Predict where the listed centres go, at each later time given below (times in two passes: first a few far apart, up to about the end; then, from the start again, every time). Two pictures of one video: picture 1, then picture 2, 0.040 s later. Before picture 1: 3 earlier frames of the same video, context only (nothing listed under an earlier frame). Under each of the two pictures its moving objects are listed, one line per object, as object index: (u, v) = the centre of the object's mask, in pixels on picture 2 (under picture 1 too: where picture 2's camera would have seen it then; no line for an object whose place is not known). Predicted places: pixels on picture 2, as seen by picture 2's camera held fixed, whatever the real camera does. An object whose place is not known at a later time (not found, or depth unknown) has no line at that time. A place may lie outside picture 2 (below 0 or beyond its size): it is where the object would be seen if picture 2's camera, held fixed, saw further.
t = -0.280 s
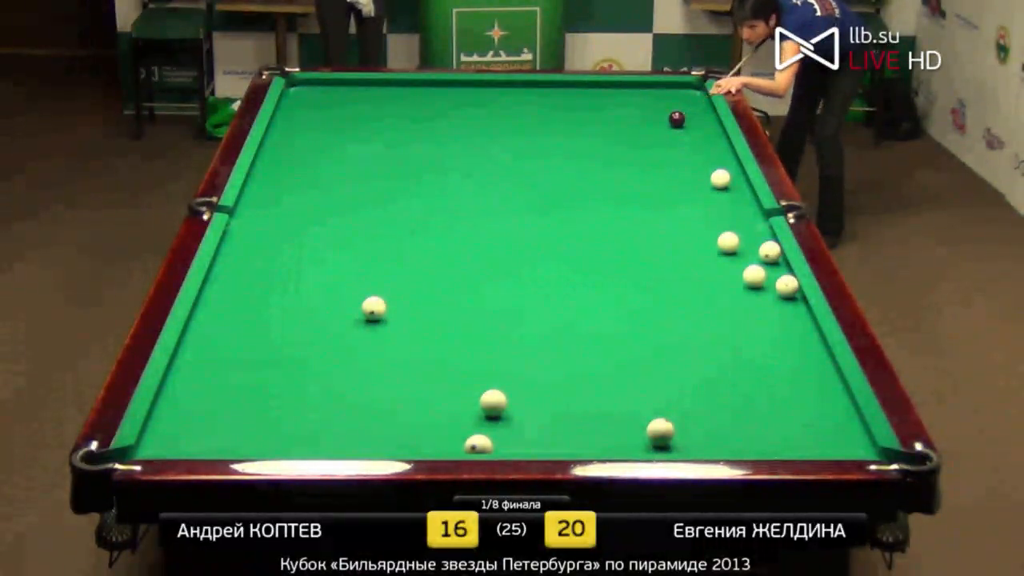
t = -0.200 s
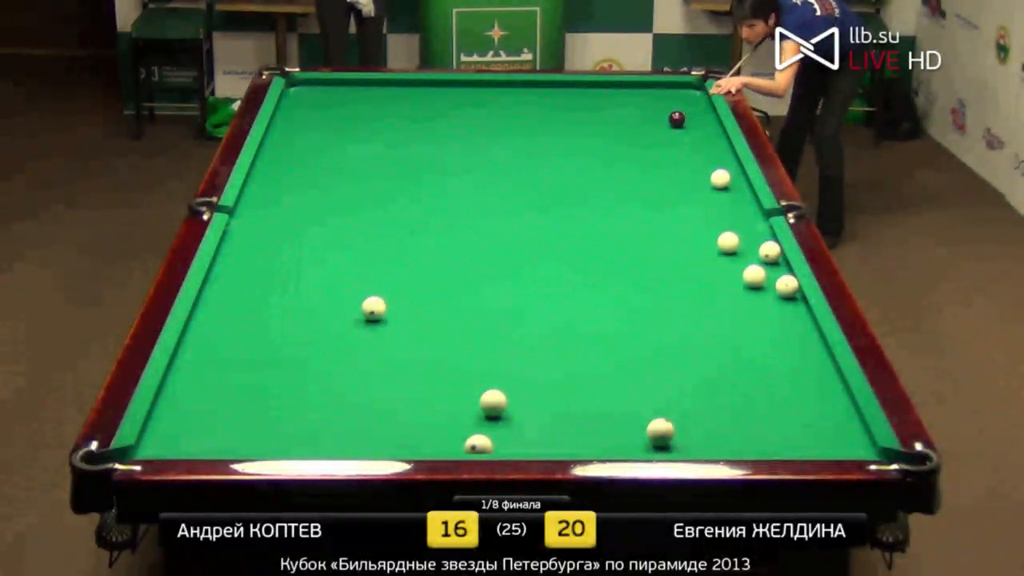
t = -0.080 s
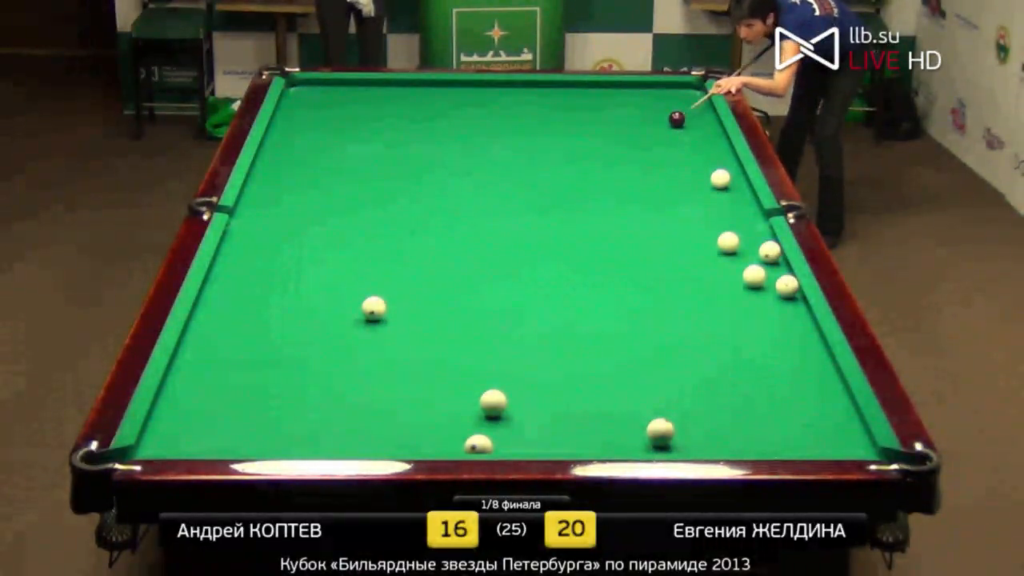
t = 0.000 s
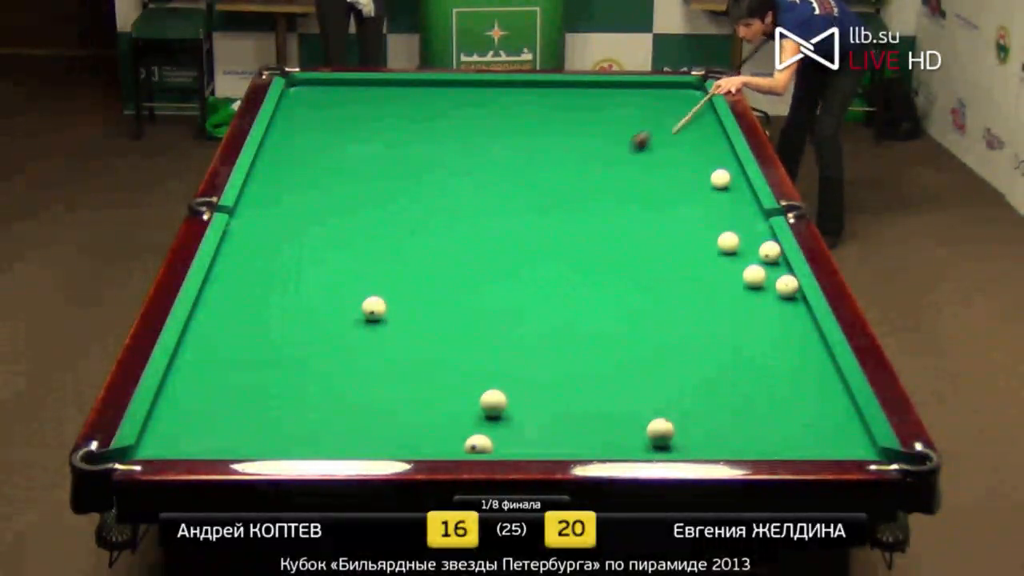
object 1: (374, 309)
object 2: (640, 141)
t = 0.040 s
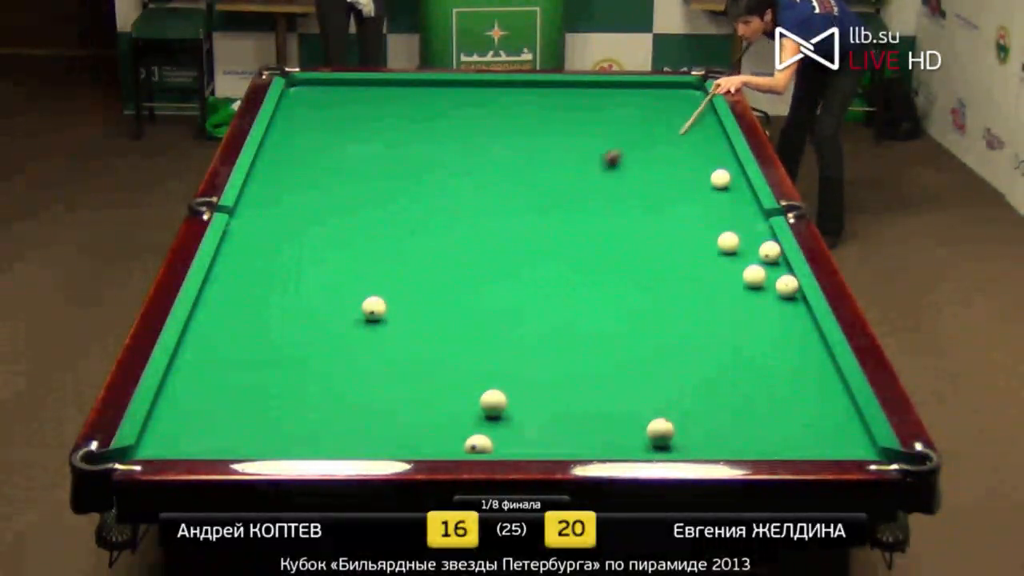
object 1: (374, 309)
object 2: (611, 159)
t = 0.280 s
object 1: (374, 309)
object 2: (398, 293)
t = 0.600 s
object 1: (199, 380)
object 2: (336, 309)
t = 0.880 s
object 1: (312, 281)
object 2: (291, 318)
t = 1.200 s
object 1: (397, 203)
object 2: (241, 328)
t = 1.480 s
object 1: (457, 149)
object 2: (197, 337)
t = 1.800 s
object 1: (511, 99)
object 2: (211, 343)
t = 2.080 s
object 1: (575, 99)
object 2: (229, 348)
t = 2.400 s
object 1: (670, 127)
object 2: (248, 353)
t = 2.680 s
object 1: (704, 151)
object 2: (263, 357)
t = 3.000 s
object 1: (661, 178)
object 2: (279, 360)
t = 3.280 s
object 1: (619, 205)
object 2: (292, 363)
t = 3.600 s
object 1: (567, 238)
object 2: (304, 366)
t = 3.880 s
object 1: (518, 269)
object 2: (314, 368)
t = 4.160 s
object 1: (464, 302)
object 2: (321, 370)
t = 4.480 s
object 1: (397, 345)
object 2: (328, 372)
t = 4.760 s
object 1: (359, 382)
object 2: (306, 377)
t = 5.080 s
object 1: (351, 423)
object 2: (246, 386)
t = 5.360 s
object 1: (341, 442)
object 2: (194, 395)
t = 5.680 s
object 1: (321, 424)
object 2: (184, 403)
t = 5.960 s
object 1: (305, 406)
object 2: (210, 408)
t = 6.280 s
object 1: (289, 387)
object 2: (237, 414)
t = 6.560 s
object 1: (276, 372)
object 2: (260, 419)
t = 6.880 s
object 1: (262, 357)
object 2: (284, 424)
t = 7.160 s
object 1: (251, 345)
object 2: (303, 428)
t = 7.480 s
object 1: (240, 332)
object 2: (323, 432)
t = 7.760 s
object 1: (231, 322)
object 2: (338, 436)
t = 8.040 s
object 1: (223, 313)
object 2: (352, 438)
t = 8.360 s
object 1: (214, 303)
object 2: (365, 440)
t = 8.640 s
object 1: (209, 296)
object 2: (373, 441)
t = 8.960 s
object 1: (217, 290)
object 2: (381, 443)
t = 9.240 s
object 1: (224, 286)
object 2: (385, 443)
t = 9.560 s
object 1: (230, 282)
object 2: (388, 444)
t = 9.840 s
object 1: (234, 278)
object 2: (388, 444)
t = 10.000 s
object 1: (237, 277)
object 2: (389, 444)
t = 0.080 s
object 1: (374, 309)
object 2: (581, 179)
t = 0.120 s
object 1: (374, 309)
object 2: (549, 198)
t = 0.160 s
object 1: (374, 309)
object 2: (515, 220)
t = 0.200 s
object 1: (374, 308)
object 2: (478, 243)
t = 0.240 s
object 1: (374, 309)
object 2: (438, 268)
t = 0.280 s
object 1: (374, 309)
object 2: (398, 293)
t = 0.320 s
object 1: (347, 325)
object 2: (380, 300)
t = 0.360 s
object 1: (307, 354)
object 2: (374, 302)
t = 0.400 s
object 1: (263, 386)
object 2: (368, 302)
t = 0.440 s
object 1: (215, 419)
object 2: (361, 303)
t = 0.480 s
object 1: (169, 443)
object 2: (355, 305)
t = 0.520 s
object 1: (161, 420)
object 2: (349, 306)
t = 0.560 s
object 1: (176, 399)
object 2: (342, 307)
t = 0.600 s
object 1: (199, 380)
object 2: (336, 309)
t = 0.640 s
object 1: (219, 363)
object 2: (329, 310)
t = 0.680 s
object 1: (237, 347)
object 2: (323, 311)
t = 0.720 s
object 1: (254, 332)
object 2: (317, 312)
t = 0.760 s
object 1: (270, 318)
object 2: (310, 314)
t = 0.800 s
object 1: (285, 303)
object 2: (304, 315)
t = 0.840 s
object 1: (299, 291)
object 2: (297, 315)
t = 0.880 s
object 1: (312, 281)
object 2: (291, 318)
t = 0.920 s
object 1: (324, 270)
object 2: (285, 319)
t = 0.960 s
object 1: (335, 259)
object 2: (278, 320)
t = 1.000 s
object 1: (347, 248)
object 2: (272, 321)
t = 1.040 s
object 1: (357, 239)
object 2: (266, 322)
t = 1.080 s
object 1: (368, 229)
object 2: (259, 324)
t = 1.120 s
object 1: (378, 220)
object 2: (253, 325)
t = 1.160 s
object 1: (388, 211)
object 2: (247, 327)
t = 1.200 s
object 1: (397, 203)
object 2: (241, 328)
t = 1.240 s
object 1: (406, 194)
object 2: (234, 329)
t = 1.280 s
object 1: (416, 186)
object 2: (228, 330)
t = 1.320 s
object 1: (424, 178)
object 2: (222, 332)
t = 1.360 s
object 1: (432, 171)
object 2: (216, 333)
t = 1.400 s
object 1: (441, 163)
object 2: (210, 334)
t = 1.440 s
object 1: (449, 156)
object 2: (203, 335)
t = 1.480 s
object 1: (457, 149)
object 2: (197, 337)
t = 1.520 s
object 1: (464, 142)
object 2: (191, 338)
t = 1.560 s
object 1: (471, 135)
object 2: (194, 338)
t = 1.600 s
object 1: (478, 129)
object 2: (196, 339)
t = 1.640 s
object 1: (485, 123)
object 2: (200, 340)
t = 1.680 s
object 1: (492, 116)
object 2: (202, 341)
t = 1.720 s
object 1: (499, 110)
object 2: (205, 342)
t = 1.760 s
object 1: (505, 105)
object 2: (208, 342)
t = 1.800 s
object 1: (511, 99)
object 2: (211, 343)
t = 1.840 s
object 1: (517, 93)
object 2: (213, 344)
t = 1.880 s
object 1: (523, 87)
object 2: (216, 344)
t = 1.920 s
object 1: (528, 83)
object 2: (218, 345)
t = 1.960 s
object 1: (540, 86)
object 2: (221, 346)
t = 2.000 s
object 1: (552, 91)
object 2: (224, 346)
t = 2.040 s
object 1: (564, 95)
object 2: (226, 347)
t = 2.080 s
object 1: (575, 99)
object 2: (229, 348)
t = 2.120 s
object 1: (587, 103)
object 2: (231, 348)
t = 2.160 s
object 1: (599, 107)
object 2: (234, 349)
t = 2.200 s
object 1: (611, 110)
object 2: (236, 350)
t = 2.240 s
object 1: (623, 114)
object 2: (239, 350)
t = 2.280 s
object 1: (635, 117)
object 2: (241, 351)
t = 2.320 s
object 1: (646, 120)
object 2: (243, 352)
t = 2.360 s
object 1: (658, 123)
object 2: (246, 352)
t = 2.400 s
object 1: (670, 127)
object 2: (248, 353)
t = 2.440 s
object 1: (682, 130)
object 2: (250, 353)
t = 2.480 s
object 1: (695, 134)
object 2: (253, 354)
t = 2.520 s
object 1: (707, 137)
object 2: (255, 354)
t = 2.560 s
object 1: (720, 141)
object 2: (257, 355)
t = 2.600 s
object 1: (718, 144)
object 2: (259, 356)
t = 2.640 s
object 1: (711, 147)
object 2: (261, 356)
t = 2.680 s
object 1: (704, 151)
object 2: (263, 357)
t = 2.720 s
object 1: (699, 154)
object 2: (265, 357)
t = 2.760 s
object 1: (694, 157)
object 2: (267, 358)
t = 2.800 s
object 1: (688, 161)
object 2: (270, 358)
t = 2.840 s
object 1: (683, 164)
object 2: (272, 359)
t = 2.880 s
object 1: (678, 168)
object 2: (273, 359)
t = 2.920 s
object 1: (672, 171)
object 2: (275, 360)
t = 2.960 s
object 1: (666, 175)
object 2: (277, 360)
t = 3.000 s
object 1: (661, 178)
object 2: (279, 360)
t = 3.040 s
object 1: (655, 182)
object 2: (281, 361)
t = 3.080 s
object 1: (649, 186)
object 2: (283, 362)
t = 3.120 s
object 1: (643, 190)
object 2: (285, 362)
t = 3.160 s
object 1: (637, 193)
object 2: (286, 362)
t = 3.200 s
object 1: (631, 197)
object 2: (288, 363)
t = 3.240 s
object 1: (625, 201)
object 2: (290, 363)
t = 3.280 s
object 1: (619, 205)
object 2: (292, 363)
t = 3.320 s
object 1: (613, 209)
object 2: (293, 364)
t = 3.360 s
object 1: (606, 213)
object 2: (295, 364)
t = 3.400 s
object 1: (600, 217)
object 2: (297, 365)
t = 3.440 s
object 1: (594, 221)
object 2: (298, 365)
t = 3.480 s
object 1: (587, 225)
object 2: (300, 365)
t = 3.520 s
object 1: (580, 229)
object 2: (301, 366)
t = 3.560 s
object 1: (574, 233)
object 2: (303, 366)
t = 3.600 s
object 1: (567, 238)
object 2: (304, 366)
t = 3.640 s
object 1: (560, 242)
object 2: (306, 367)
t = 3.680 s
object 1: (553, 246)
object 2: (307, 367)
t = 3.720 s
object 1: (547, 250)
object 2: (308, 367)
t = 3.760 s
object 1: (539, 255)
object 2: (310, 368)
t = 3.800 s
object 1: (533, 259)
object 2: (311, 368)
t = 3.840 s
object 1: (525, 264)
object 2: (312, 368)
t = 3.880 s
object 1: (518, 269)
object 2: (314, 368)
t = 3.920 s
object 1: (510, 273)
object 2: (315, 369)
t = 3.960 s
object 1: (503, 278)
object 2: (316, 369)
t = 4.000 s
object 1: (495, 282)
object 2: (317, 369)
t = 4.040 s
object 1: (487, 287)
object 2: (318, 370)
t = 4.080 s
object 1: (480, 292)
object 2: (319, 370)
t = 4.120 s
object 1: (472, 297)
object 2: (320, 370)
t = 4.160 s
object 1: (464, 302)
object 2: (321, 370)
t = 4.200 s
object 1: (456, 307)
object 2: (322, 371)
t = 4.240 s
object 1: (448, 312)
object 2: (323, 371)
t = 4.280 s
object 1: (440, 317)
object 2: (324, 371)
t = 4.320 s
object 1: (431, 323)
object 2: (325, 371)
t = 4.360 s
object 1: (423, 328)
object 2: (326, 372)
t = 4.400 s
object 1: (414, 333)
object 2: (327, 372)
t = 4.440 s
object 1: (405, 339)
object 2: (327, 372)
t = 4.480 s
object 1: (397, 345)
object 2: (328, 372)
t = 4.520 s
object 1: (388, 350)
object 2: (329, 372)
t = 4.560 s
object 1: (379, 356)
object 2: (329, 373)
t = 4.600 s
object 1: (369, 362)
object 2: (330, 373)
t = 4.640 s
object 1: (360, 367)
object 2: (331, 373)
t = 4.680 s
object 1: (358, 372)
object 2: (323, 374)
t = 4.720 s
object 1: (359, 377)
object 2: (314, 375)
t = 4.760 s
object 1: (359, 382)
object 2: (306, 377)
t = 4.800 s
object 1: (358, 387)
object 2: (298, 378)
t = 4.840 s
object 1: (357, 392)
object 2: (290, 379)
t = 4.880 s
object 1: (356, 397)
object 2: (283, 381)
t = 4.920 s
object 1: (355, 402)
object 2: (276, 382)
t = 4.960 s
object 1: (354, 407)
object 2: (268, 383)
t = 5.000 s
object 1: (353, 412)
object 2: (261, 384)
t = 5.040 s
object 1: (352, 417)
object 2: (253, 385)
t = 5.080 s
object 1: (351, 423)
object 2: (246, 386)
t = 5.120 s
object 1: (350, 428)
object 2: (238, 388)
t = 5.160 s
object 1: (349, 434)
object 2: (231, 389)
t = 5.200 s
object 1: (348, 438)
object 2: (223, 390)
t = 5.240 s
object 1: (347, 441)
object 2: (216, 391)
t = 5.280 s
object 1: (346, 444)
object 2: (208, 392)
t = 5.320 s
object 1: (344, 445)
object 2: (201, 394)
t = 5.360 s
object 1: (341, 442)
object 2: (194, 395)
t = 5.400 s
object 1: (338, 440)
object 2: (186, 396)
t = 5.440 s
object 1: (336, 439)
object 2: (179, 397)
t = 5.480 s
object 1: (333, 437)
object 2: (171, 398)
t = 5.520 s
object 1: (331, 435)
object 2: (167, 400)
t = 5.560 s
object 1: (328, 431)
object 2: (172, 400)
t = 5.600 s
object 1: (326, 429)
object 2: (176, 401)
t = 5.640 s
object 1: (323, 426)
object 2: (180, 402)
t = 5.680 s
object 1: (321, 424)
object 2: (184, 403)
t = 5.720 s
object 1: (319, 421)
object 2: (187, 403)
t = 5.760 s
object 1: (316, 418)
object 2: (191, 404)
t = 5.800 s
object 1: (314, 416)
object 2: (195, 405)
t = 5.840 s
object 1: (312, 413)
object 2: (198, 406)
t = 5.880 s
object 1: (310, 410)
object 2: (202, 407)
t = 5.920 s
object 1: (307, 408)
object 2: (206, 407)
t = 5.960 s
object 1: (305, 406)
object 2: (210, 408)
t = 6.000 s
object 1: (304, 402)
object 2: (213, 409)
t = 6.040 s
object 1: (301, 401)
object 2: (217, 410)
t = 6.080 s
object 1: (299, 398)
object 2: (220, 411)
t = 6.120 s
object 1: (297, 396)
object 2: (224, 411)
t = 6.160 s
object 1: (295, 394)
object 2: (227, 412)
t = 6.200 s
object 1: (293, 392)
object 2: (231, 413)
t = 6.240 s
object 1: (291, 389)
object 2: (234, 414)
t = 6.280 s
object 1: (289, 387)
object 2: (237, 414)
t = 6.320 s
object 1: (287, 385)
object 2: (241, 415)
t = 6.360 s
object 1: (285, 382)
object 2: (244, 416)
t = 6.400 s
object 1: (283, 381)
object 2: (247, 416)
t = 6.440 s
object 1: (281, 379)
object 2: (250, 417)
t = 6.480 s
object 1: (279, 377)
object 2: (253, 418)
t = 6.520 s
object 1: (278, 374)
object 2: (257, 418)
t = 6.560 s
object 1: (276, 372)
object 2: (260, 419)
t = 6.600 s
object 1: (274, 370)
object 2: (263, 419)
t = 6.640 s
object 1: (272, 368)
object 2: (266, 420)
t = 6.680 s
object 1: (271, 366)
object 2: (269, 421)
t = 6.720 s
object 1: (269, 364)
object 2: (272, 421)
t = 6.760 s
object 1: (267, 362)
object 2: (275, 422)
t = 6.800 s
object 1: (266, 360)
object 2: (278, 423)
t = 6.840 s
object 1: (264, 359)
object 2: (281, 423)
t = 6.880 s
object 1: (262, 357)
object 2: (284, 424)
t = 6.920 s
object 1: (261, 355)
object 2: (286, 425)
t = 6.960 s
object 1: (259, 353)
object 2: (289, 425)
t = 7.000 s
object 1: (258, 351)
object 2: (292, 426)
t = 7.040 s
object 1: (256, 350)
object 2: (295, 426)
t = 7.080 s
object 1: (255, 348)
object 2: (298, 427)
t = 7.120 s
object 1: (253, 346)
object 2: (300, 428)
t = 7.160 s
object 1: (251, 345)
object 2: (303, 428)
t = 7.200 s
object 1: (250, 343)
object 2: (306, 429)
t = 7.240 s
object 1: (248, 341)
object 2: (308, 429)
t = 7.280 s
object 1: (247, 340)
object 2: (311, 430)
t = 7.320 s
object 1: (245, 338)
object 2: (313, 431)
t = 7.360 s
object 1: (244, 337)
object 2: (315, 431)
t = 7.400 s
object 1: (243, 335)
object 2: (318, 431)
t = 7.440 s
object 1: (242, 334)
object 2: (320, 431)
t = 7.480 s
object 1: (240, 332)
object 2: (323, 432)
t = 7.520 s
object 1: (238, 330)
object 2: (325, 433)
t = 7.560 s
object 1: (237, 329)
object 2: (327, 433)
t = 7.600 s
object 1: (236, 328)
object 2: (330, 434)
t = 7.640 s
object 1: (235, 326)
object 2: (332, 434)
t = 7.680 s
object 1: (234, 325)
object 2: (334, 435)
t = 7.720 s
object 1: (232, 323)
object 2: (336, 435)
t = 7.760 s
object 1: (231, 322)
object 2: (338, 436)
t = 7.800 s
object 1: (230, 320)
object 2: (340, 436)
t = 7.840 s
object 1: (229, 319)
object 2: (342, 436)
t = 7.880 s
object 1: (228, 318)
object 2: (344, 437)
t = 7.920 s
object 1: (226, 316)
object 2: (346, 437)
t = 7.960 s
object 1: (225, 315)
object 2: (348, 437)
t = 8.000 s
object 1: (224, 314)
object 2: (350, 438)
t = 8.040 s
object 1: (223, 313)
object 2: (352, 438)
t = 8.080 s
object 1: (222, 311)
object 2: (354, 438)
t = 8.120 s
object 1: (221, 310)
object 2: (355, 438)
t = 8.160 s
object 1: (220, 309)
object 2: (357, 439)
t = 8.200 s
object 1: (218, 308)
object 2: (359, 439)
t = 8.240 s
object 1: (217, 307)
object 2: (360, 439)
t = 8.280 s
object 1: (216, 306)
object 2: (362, 439)
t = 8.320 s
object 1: (215, 304)
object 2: (363, 440)
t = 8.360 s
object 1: (214, 303)
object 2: (365, 440)
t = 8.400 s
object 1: (213, 302)
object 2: (366, 440)
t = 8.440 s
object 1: (212, 301)
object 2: (367, 440)
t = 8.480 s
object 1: (211, 300)
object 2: (369, 441)
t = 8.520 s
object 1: (210, 299)
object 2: (370, 441)
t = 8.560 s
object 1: (209, 298)
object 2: (371, 441)
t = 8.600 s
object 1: (208, 297)
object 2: (372, 441)
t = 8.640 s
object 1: (209, 296)
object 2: (373, 441)
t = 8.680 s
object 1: (210, 295)
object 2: (375, 441)
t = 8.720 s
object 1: (211, 294)
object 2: (376, 442)
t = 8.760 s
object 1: (212, 294)
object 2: (377, 442)
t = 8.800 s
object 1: (213, 293)
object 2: (378, 442)
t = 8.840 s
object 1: (214, 292)
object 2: (378, 442)
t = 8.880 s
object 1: (215, 291)
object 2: (379, 442)
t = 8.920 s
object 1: (216, 291)
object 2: (380, 442)
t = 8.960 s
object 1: (217, 290)
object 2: (381, 443)
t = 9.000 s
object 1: (218, 289)
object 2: (382, 443)
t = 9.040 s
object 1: (219, 289)
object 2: (382, 443)
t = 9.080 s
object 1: (220, 288)
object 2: (383, 443)
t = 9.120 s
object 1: (221, 287)
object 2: (384, 443)
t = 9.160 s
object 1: (222, 287)
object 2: (384, 443)
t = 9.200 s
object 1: (223, 286)
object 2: (385, 443)
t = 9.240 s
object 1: (224, 286)
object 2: (385, 443)
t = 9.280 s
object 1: (225, 285)
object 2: (386, 443)
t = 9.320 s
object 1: (225, 284)
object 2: (386, 443)
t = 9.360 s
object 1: (226, 284)
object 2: (387, 443)
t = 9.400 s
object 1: (227, 284)
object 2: (387, 443)
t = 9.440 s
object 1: (228, 283)
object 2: (387, 443)
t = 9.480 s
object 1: (228, 283)
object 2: (388, 444)
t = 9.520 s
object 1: (229, 282)
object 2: (388, 444)
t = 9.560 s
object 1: (230, 282)
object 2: (388, 444)
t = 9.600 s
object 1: (231, 281)
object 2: (388, 444)
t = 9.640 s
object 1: (231, 281)
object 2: (388, 444)
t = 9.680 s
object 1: (232, 280)
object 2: (388, 444)
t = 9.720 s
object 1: (233, 280)
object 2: (388, 444)
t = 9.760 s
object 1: (233, 279)
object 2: (388, 444)
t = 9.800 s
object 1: (234, 279)
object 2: (388, 444)
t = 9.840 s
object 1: (234, 278)
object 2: (388, 444)
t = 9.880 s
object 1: (235, 278)
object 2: (388, 444)
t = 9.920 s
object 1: (235, 278)
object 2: (388, 444)
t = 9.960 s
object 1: (236, 277)
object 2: (388, 444)
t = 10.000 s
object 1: (237, 277)
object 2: (389, 444)
